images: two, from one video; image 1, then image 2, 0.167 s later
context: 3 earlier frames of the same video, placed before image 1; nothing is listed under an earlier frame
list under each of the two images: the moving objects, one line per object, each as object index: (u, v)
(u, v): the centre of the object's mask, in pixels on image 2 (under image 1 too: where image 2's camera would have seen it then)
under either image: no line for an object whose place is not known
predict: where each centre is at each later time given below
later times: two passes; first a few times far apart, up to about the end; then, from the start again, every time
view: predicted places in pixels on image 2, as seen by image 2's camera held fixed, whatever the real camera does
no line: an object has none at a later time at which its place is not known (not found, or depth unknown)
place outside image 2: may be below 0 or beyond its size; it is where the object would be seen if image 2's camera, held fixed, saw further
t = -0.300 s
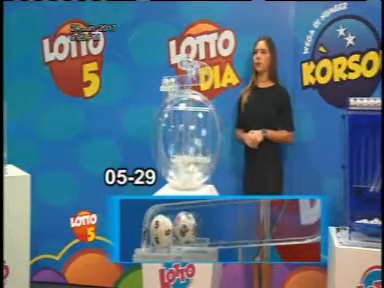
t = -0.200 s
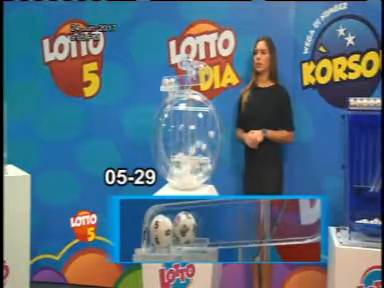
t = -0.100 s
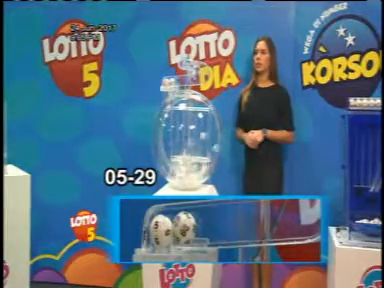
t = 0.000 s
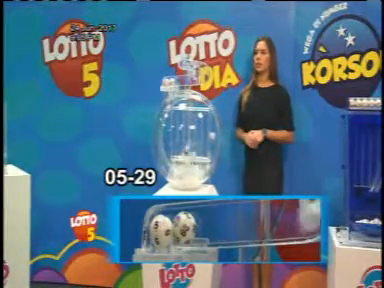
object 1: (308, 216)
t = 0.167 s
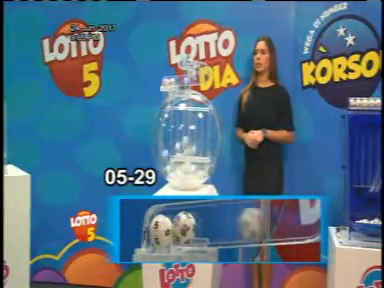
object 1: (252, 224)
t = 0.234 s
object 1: (233, 224)
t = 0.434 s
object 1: (222, 224)
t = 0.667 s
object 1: (230, 225)
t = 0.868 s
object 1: (227, 225)
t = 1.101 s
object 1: (217, 225)
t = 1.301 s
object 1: (209, 226)
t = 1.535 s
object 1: (207, 226)
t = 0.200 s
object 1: (241, 224)
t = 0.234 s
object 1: (233, 224)
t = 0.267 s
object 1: (222, 224)
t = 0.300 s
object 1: (213, 224)
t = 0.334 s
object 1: (210, 224)
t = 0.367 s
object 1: (215, 224)
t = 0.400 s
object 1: (219, 224)
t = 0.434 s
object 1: (222, 224)
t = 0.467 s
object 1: (224, 224)
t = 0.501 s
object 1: (226, 224)
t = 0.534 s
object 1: (228, 225)
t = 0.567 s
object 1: (228, 225)
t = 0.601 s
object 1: (229, 225)
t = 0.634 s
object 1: (229, 225)
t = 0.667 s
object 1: (230, 225)
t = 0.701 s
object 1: (230, 225)
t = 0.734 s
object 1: (229, 225)
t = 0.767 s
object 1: (229, 225)
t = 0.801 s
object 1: (229, 225)
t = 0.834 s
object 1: (228, 225)
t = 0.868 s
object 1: (227, 225)
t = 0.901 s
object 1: (226, 225)
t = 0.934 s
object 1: (224, 225)
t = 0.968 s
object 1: (223, 225)
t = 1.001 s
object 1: (222, 225)
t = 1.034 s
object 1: (220, 225)
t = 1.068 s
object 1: (219, 224)
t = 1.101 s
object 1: (217, 225)
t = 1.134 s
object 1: (215, 225)
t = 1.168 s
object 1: (214, 224)
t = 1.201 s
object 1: (211, 225)
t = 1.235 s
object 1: (209, 225)
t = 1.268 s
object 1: (209, 225)
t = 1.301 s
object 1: (209, 226)
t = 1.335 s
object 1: (209, 226)
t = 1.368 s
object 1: (209, 226)
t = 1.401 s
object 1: (208, 226)
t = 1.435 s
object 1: (208, 226)
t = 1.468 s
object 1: (208, 226)
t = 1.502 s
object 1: (207, 226)
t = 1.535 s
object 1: (207, 226)
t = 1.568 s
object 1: (207, 226)
